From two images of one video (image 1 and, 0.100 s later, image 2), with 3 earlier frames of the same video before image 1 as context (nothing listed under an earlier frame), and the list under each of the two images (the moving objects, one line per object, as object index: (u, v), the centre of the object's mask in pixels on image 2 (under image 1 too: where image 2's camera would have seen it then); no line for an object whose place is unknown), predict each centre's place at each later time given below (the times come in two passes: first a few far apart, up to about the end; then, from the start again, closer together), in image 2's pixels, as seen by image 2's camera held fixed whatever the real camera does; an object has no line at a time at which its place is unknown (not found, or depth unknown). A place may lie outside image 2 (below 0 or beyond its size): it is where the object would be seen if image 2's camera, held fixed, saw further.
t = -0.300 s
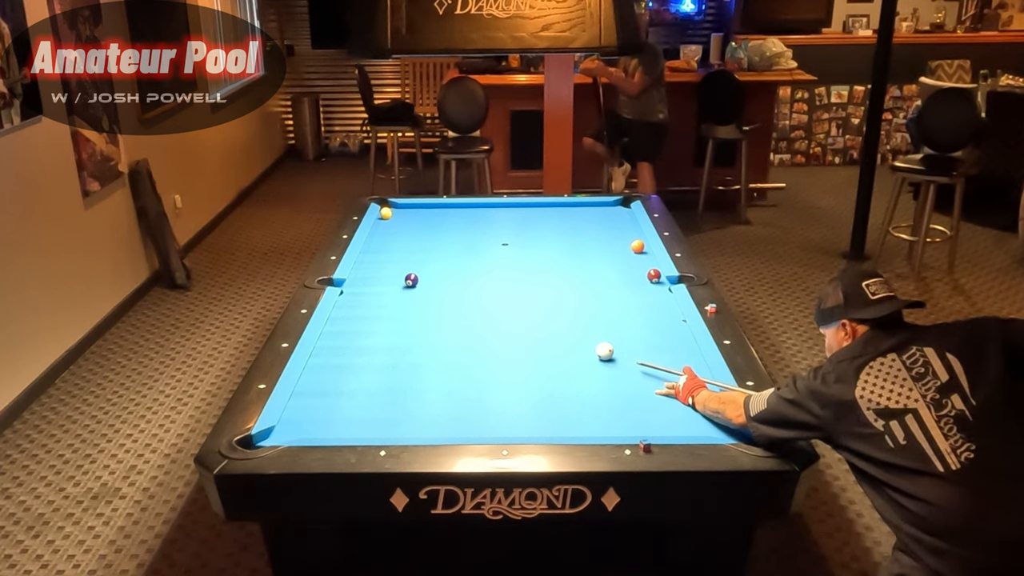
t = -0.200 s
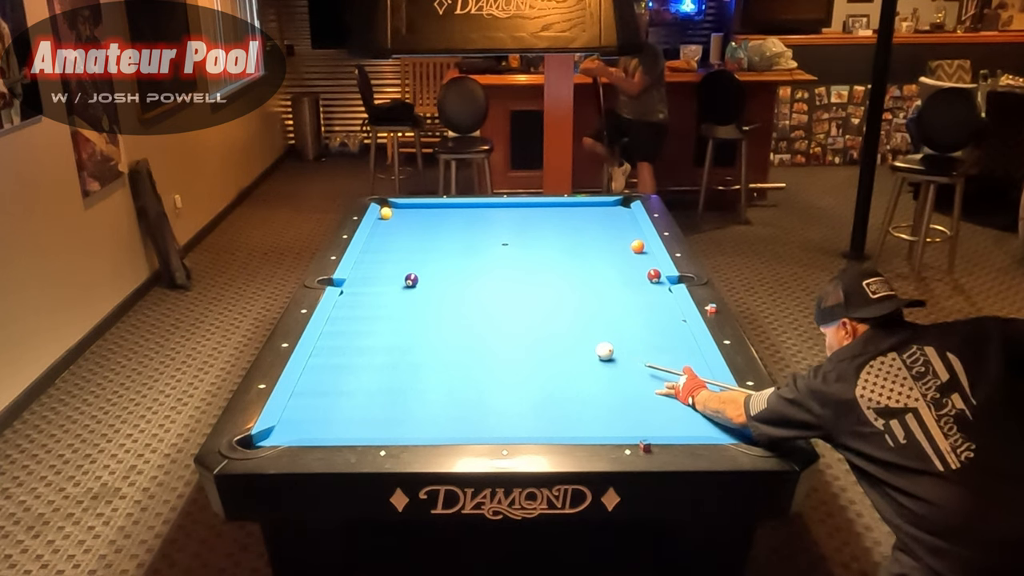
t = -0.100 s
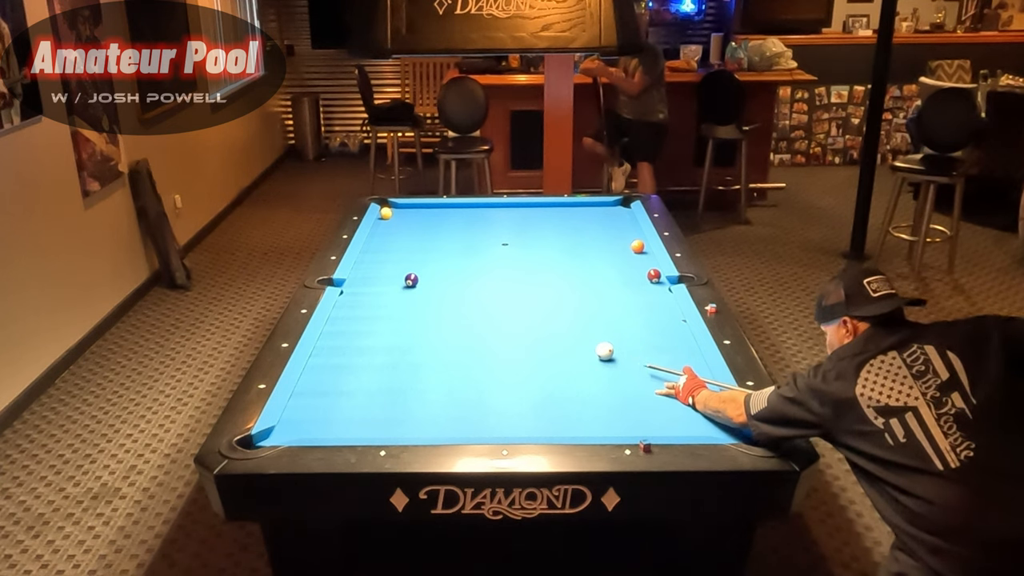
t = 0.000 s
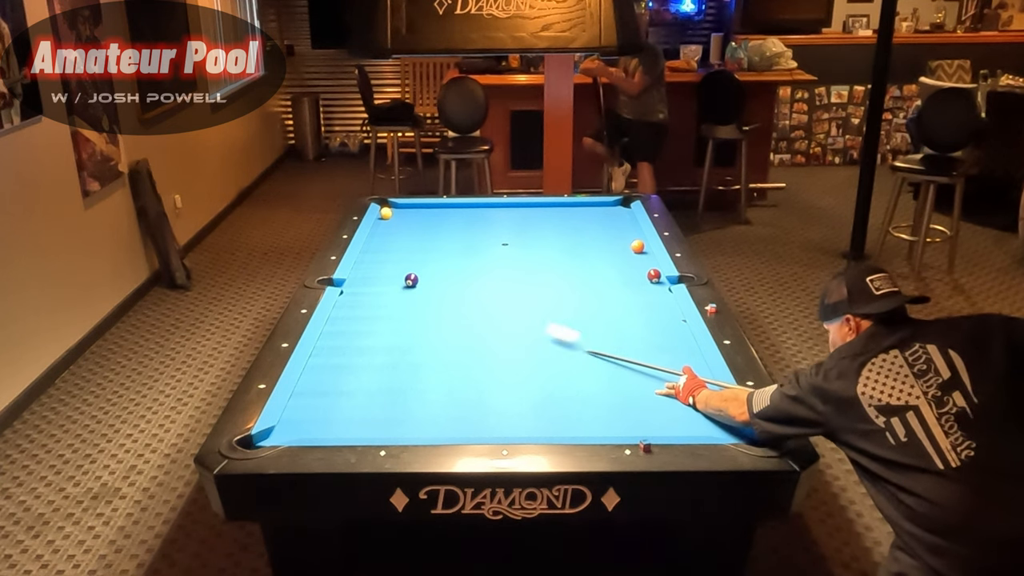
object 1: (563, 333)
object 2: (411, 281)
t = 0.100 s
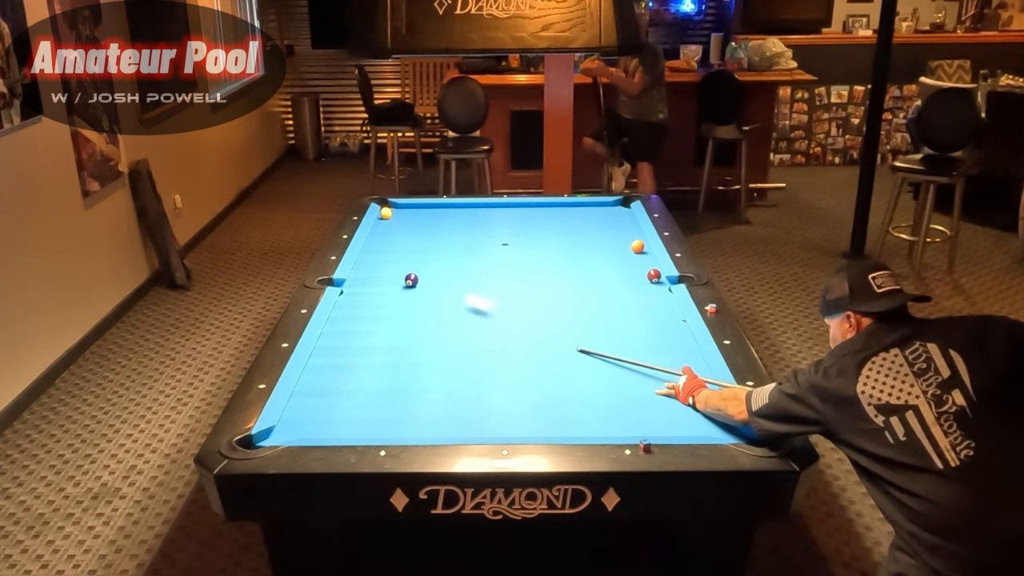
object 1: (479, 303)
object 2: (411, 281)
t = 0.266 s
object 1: (421, 282)
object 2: (364, 262)
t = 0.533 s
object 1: (426, 283)
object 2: (460, 238)
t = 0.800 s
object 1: (429, 282)
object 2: (537, 220)
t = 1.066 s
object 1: (431, 282)
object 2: (605, 204)
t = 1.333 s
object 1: (431, 282)
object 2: (598, 214)
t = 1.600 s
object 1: (431, 282)
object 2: (562, 225)
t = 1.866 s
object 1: (431, 282)
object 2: (525, 237)
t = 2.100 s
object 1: (431, 282)
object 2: (490, 247)
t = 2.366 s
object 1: (431, 282)
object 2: (449, 259)
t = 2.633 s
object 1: (430, 282)
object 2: (406, 273)
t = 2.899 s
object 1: (430, 282)
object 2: (360, 286)
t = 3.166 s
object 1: (430, 282)
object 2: (357, 285)
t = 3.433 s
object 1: (430, 282)
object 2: (371, 279)
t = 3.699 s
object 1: (430, 282)
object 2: (382, 274)
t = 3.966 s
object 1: (430, 282)
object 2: (393, 269)
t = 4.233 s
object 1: (430, 282)
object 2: (403, 265)
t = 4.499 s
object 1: (430, 282)
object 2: (411, 261)
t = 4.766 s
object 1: (430, 282)
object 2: (418, 258)
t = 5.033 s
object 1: (430, 282)
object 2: (425, 255)
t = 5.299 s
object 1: (430, 282)
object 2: (430, 252)
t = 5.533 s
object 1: (430, 282)
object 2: (435, 251)
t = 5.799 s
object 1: (430, 282)
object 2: (439, 249)
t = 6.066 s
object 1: (430, 282)
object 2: (442, 248)
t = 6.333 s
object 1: (430, 282)
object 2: (444, 247)
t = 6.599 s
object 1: (430, 282)
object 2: (446, 246)
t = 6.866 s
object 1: (430, 282)
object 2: (447, 246)
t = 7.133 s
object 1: (430, 282)
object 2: (447, 246)
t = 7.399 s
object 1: (430, 282)
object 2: (447, 246)
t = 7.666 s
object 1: (430, 282)
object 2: (447, 246)
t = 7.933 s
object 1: (430, 282)
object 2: (447, 246)
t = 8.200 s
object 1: (430, 282)
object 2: (447, 246)
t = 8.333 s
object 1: (430, 282)
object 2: (447, 246)
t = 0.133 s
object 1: (455, 294)
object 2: (411, 281)
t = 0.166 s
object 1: (433, 286)
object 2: (411, 281)
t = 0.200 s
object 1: (421, 282)
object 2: (401, 276)
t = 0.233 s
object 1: (421, 282)
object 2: (382, 269)
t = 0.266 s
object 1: (421, 282)
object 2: (364, 262)
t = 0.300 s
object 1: (422, 282)
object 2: (371, 259)
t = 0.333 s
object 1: (423, 282)
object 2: (387, 255)
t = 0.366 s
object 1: (423, 282)
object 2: (400, 252)
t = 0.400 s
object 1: (424, 282)
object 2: (414, 249)
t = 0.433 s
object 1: (424, 282)
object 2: (427, 246)
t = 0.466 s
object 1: (425, 282)
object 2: (439, 243)
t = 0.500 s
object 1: (426, 282)
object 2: (449, 241)
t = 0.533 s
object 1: (426, 283)
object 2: (460, 238)
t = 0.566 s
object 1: (427, 283)
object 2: (469, 236)
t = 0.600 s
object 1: (427, 282)
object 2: (480, 234)
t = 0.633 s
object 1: (427, 282)
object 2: (489, 231)
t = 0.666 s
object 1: (428, 282)
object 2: (500, 229)
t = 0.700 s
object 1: (428, 282)
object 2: (509, 226)
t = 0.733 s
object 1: (429, 283)
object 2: (519, 224)
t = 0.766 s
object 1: (429, 282)
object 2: (527, 221)
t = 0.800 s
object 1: (429, 282)
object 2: (537, 220)
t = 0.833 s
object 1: (429, 282)
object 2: (545, 217)
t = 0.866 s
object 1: (430, 282)
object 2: (555, 215)
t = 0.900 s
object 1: (430, 282)
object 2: (563, 213)
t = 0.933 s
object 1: (430, 282)
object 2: (572, 211)
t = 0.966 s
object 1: (430, 282)
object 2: (580, 208)
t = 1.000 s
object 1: (430, 282)
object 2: (588, 207)
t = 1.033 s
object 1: (431, 282)
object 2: (596, 204)
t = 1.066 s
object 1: (431, 282)
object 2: (605, 204)
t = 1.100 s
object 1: (431, 282)
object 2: (614, 205)
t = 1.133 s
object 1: (431, 282)
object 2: (624, 206)
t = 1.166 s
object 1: (431, 282)
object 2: (620, 207)
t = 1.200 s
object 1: (431, 282)
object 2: (615, 209)
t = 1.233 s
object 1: (431, 282)
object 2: (610, 210)
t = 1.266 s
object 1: (431, 282)
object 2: (606, 211)
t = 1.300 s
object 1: (431, 282)
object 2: (601, 213)
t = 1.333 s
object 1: (431, 282)
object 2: (598, 214)
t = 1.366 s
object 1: (431, 282)
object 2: (593, 215)
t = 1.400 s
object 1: (431, 282)
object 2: (588, 216)
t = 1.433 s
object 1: (431, 282)
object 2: (584, 218)
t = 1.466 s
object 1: (431, 282)
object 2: (580, 219)
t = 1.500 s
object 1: (431, 282)
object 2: (575, 221)
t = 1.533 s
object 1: (431, 282)
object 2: (570, 222)
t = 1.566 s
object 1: (431, 282)
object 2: (567, 224)
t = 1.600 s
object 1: (431, 282)
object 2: (562, 225)
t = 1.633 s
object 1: (431, 282)
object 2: (557, 226)
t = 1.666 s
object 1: (431, 282)
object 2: (552, 228)
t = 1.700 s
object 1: (431, 282)
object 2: (548, 229)
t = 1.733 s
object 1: (431, 282)
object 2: (543, 231)
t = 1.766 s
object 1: (431, 282)
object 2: (538, 232)
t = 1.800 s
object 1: (431, 282)
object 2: (534, 234)
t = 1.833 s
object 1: (431, 282)
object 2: (529, 235)
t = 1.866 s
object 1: (431, 282)
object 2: (525, 237)
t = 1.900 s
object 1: (431, 282)
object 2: (520, 238)
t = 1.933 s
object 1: (431, 282)
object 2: (515, 239)
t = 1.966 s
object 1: (431, 282)
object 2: (510, 241)
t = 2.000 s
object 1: (431, 282)
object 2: (505, 242)
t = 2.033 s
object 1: (431, 282)
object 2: (500, 244)
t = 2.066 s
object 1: (431, 282)
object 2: (495, 245)
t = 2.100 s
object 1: (431, 282)
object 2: (490, 247)
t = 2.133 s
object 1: (431, 282)
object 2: (485, 248)
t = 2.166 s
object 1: (431, 282)
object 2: (480, 250)
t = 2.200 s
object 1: (431, 282)
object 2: (475, 252)
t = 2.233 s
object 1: (431, 282)
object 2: (470, 253)
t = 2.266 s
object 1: (431, 282)
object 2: (465, 255)
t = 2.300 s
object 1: (431, 282)
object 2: (460, 256)
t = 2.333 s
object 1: (431, 282)
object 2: (454, 258)
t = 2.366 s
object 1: (431, 282)
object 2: (449, 259)
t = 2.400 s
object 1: (430, 282)
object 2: (444, 261)
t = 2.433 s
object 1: (430, 282)
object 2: (438, 263)
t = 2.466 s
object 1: (430, 282)
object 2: (433, 264)
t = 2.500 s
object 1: (430, 282)
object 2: (428, 266)
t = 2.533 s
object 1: (430, 282)
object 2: (423, 267)
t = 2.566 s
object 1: (431, 282)
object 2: (417, 269)
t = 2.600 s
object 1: (430, 282)
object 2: (411, 271)
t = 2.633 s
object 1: (430, 282)
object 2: (406, 273)
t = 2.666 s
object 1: (430, 282)
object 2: (400, 274)
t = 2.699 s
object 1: (430, 282)
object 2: (395, 276)
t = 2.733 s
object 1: (430, 282)
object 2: (389, 277)
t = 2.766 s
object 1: (430, 282)
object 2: (383, 279)
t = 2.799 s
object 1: (430, 282)
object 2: (378, 281)
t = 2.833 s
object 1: (430, 282)
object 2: (372, 282)
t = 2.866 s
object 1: (430, 282)
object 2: (366, 284)
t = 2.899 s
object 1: (430, 282)
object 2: (360, 286)
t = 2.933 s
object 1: (430, 282)
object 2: (355, 288)
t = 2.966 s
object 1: (430, 282)
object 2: (349, 289)
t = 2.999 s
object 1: (430, 282)
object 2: (347, 290)
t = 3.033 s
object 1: (430, 282)
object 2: (350, 289)
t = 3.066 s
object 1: (430, 282)
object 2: (352, 288)
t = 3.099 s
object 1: (430, 282)
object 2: (354, 287)
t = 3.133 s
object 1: (430, 282)
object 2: (356, 286)
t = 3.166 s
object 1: (430, 282)
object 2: (357, 285)
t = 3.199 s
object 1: (430, 282)
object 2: (359, 285)
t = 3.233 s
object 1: (430, 282)
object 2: (361, 284)
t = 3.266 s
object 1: (430, 282)
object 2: (363, 283)
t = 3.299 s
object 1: (430, 282)
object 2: (364, 282)
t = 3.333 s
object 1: (430, 282)
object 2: (366, 281)
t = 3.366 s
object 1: (430, 282)
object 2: (367, 281)
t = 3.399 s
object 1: (430, 282)
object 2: (369, 280)
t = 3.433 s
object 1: (430, 282)
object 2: (371, 279)
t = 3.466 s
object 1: (430, 282)
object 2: (372, 279)
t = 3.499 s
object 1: (430, 282)
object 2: (374, 278)
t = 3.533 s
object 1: (430, 282)
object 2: (375, 277)
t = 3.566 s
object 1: (430, 282)
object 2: (377, 277)
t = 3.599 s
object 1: (430, 282)
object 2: (378, 276)
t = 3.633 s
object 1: (430, 282)
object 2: (380, 275)
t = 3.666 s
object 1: (430, 282)
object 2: (381, 275)
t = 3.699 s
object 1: (430, 282)
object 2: (382, 274)
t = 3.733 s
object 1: (430, 282)
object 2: (384, 273)
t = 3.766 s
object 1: (430, 282)
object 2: (385, 273)
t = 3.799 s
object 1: (430, 282)
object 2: (387, 272)
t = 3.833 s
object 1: (430, 282)
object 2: (388, 271)
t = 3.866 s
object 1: (430, 282)
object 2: (389, 271)
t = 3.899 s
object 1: (430, 282)
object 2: (391, 270)
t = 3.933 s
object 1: (430, 282)
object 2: (392, 270)
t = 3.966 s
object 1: (430, 282)
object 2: (393, 269)
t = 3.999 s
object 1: (430, 282)
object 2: (394, 268)
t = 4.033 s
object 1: (430, 282)
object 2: (396, 268)
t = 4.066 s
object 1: (430, 282)
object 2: (397, 267)
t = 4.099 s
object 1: (430, 282)
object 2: (398, 267)
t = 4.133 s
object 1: (430, 282)
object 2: (399, 266)
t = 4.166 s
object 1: (430, 282)
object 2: (400, 266)
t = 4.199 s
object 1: (430, 282)
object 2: (401, 265)
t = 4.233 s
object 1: (430, 282)
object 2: (403, 265)
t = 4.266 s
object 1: (430, 282)
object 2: (404, 264)
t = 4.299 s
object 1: (430, 282)
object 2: (405, 264)
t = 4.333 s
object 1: (431, 282)
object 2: (406, 263)
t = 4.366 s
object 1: (431, 282)
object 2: (407, 263)
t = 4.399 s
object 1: (430, 282)
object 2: (408, 262)
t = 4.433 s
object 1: (430, 282)
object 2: (409, 262)
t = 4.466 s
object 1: (430, 282)
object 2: (410, 261)
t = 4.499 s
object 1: (430, 282)
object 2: (411, 261)
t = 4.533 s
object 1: (431, 282)
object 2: (412, 260)
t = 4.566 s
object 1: (430, 282)
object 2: (413, 260)
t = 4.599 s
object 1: (431, 282)
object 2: (414, 260)
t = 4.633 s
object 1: (431, 282)
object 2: (415, 259)
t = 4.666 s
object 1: (431, 282)
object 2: (416, 259)
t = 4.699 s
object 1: (431, 282)
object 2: (417, 258)
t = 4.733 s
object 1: (430, 282)
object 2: (417, 258)
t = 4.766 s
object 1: (430, 282)
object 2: (418, 258)
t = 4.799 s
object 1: (431, 282)
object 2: (419, 257)
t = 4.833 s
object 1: (430, 282)
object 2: (420, 257)
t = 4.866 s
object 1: (430, 282)
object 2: (421, 257)
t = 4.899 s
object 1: (431, 282)
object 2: (422, 256)
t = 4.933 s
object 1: (430, 282)
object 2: (422, 256)
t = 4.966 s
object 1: (430, 282)
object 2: (423, 255)
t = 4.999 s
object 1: (430, 282)
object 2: (424, 255)
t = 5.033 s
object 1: (430, 282)
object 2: (425, 255)
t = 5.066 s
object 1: (430, 282)
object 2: (425, 255)
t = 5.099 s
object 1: (430, 282)
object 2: (426, 254)
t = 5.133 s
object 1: (431, 282)
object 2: (427, 254)
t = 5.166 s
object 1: (430, 282)
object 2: (428, 254)
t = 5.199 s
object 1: (430, 282)
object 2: (428, 253)
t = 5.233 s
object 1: (430, 282)
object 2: (429, 253)
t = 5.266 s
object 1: (431, 282)
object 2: (430, 253)
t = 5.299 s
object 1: (430, 282)
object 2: (430, 252)
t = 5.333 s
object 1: (430, 282)
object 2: (431, 252)
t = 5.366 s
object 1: (430, 282)
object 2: (432, 252)
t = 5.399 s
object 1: (430, 282)
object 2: (432, 252)
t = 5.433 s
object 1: (430, 282)
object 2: (433, 251)
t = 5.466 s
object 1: (430, 282)
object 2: (433, 251)
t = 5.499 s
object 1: (430, 282)
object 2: (434, 251)
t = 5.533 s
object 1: (430, 282)
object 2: (435, 251)
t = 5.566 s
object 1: (431, 282)
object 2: (435, 250)
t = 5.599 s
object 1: (430, 282)
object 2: (436, 250)
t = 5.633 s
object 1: (431, 282)
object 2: (436, 250)
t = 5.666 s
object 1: (430, 282)
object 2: (437, 250)
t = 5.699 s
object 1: (431, 282)
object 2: (437, 250)
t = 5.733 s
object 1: (430, 282)
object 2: (438, 249)
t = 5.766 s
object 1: (430, 282)
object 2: (438, 249)
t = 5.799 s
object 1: (430, 282)
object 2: (439, 249)
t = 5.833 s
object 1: (430, 282)
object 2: (439, 249)
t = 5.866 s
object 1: (430, 282)
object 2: (440, 249)
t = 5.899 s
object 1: (430, 282)
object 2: (440, 249)
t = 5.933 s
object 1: (430, 282)
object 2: (440, 248)
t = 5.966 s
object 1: (430, 282)
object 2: (441, 248)
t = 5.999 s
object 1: (430, 282)
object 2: (441, 248)
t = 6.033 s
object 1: (430, 282)
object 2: (441, 248)
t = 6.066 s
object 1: (430, 282)
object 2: (442, 248)
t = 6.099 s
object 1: (430, 282)
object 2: (442, 248)
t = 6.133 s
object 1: (430, 282)
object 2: (442, 247)
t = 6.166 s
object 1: (430, 282)
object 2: (443, 247)
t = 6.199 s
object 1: (430, 282)
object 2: (443, 247)
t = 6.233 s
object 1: (430, 282)
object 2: (444, 247)
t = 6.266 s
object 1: (430, 282)
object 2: (444, 247)
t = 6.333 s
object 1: (430, 282)
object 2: (444, 247)
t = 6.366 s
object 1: (430, 282)
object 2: (445, 247)
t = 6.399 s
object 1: (430, 282)
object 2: (445, 247)
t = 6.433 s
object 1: (430, 282)
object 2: (445, 247)
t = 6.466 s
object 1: (430, 282)
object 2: (445, 246)
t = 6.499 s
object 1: (430, 282)
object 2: (445, 246)
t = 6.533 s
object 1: (430, 282)
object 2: (446, 246)
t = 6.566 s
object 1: (430, 282)
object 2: (446, 246)
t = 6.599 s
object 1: (430, 282)
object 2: (446, 246)
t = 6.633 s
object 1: (430, 282)
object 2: (446, 246)
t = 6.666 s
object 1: (430, 282)
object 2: (446, 246)
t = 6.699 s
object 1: (430, 282)
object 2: (446, 246)
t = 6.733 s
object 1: (430, 282)
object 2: (446, 246)
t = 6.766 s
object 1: (430, 282)
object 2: (446, 246)
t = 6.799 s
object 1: (430, 282)
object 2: (446, 246)
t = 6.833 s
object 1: (430, 282)
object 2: (447, 246)
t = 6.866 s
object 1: (430, 282)
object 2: (447, 246)
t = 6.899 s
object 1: (430, 282)
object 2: (447, 246)
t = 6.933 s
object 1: (430, 282)
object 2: (447, 246)
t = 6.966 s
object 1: (430, 282)
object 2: (447, 246)
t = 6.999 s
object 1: (430, 282)
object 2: (447, 246)
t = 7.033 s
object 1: (430, 282)
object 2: (447, 246)
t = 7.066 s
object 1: (430, 282)
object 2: (447, 246)
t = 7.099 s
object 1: (430, 282)
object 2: (447, 246)
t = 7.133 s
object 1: (430, 282)
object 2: (447, 246)
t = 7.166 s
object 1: (430, 282)
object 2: (447, 246)
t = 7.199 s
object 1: (430, 282)
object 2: (447, 246)
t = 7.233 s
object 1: (430, 282)
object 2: (447, 246)
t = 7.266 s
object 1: (430, 282)
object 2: (447, 246)
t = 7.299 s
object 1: (430, 282)
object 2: (447, 246)
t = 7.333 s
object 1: (430, 282)
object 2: (447, 246)
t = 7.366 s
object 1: (430, 282)
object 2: (447, 246)
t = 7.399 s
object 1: (430, 282)
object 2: (447, 246)
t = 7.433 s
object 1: (430, 282)
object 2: (447, 246)
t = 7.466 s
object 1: (430, 282)
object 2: (447, 246)
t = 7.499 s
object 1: (430, 282)
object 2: (447, 246)
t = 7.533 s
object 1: (430, 282)
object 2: (447, 246)
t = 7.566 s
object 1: (430, 282)
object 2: (447, 246)
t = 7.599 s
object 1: (430, 282)
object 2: (447, 246)
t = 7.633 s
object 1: (430, 282)
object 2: (447, 246)
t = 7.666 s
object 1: (430, 282)
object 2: (447, 246)
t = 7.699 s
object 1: (430, 282)
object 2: (447, 246)
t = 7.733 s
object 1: (430, 282)
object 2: (447, 246)
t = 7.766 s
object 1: (430, 282)
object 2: (447, 246)
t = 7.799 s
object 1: (430, 282)
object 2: (447, 246)
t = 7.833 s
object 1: (430, 282)
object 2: (447, 246)
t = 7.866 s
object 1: (430, 282)
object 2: (447, 246)
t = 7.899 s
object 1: (430, 282)
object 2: (447, 246)
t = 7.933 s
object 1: (430, 282)
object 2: (447, 246)
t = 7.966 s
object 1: (431, 282)
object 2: (447, 246)
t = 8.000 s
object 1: (431, 282)
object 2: (447, 246)
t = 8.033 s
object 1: (430, 282)
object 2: (447, 246)
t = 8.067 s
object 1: (430, 282)
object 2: (447, 246)
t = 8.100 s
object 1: (430, 282)
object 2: (447, 246)
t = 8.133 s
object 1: (430, 282)
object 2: (447, 246)
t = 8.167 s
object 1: (430, 282)
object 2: (447, 246)
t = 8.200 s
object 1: (430, 282)
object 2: (447, 246)
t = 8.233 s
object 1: (430, 282)
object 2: (447, 246)
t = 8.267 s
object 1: (431, 282)
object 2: (447, 246)
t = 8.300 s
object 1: (431, 282)
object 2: (447, 246)
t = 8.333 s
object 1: (430, 282)
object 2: (447, 246)
